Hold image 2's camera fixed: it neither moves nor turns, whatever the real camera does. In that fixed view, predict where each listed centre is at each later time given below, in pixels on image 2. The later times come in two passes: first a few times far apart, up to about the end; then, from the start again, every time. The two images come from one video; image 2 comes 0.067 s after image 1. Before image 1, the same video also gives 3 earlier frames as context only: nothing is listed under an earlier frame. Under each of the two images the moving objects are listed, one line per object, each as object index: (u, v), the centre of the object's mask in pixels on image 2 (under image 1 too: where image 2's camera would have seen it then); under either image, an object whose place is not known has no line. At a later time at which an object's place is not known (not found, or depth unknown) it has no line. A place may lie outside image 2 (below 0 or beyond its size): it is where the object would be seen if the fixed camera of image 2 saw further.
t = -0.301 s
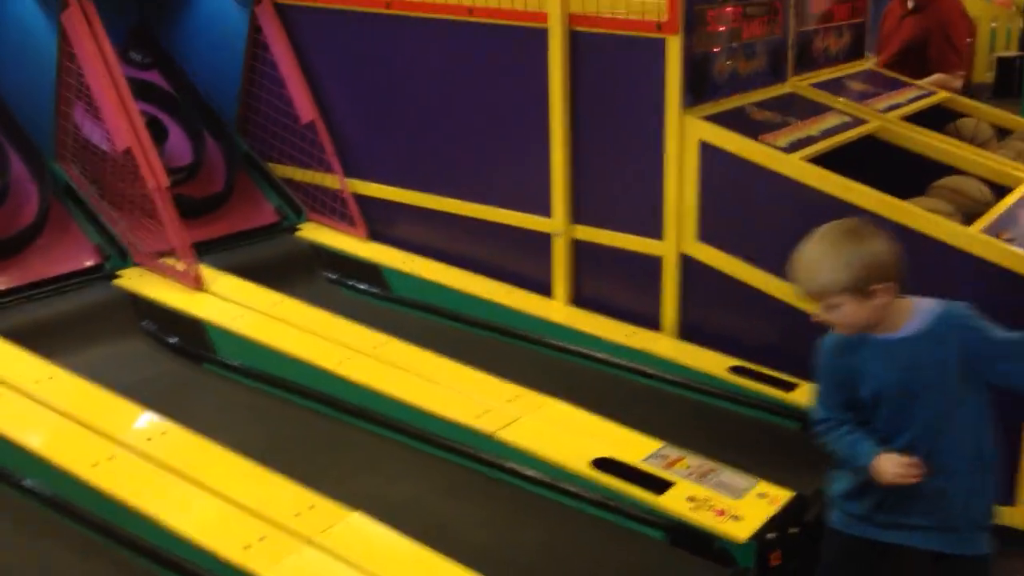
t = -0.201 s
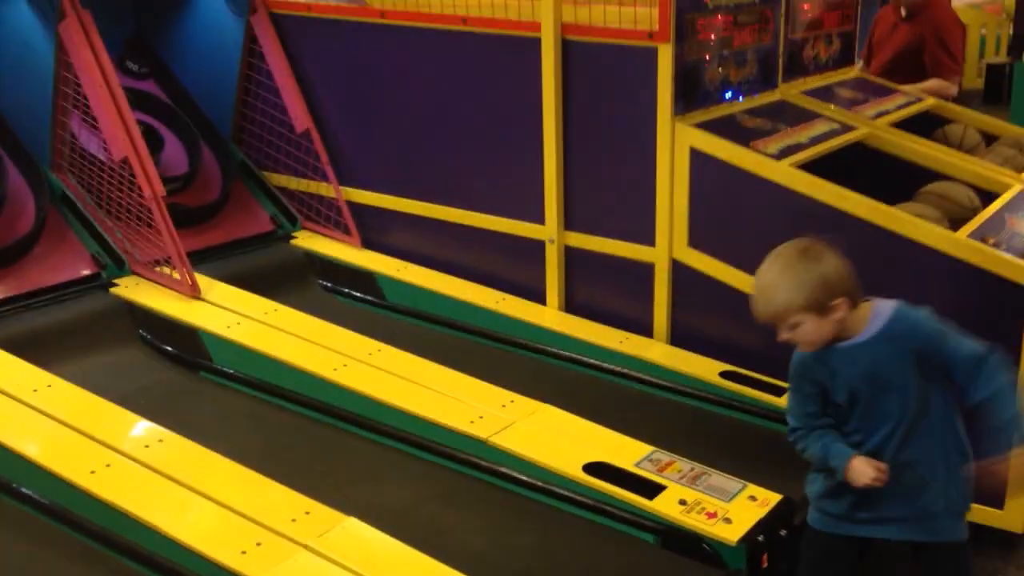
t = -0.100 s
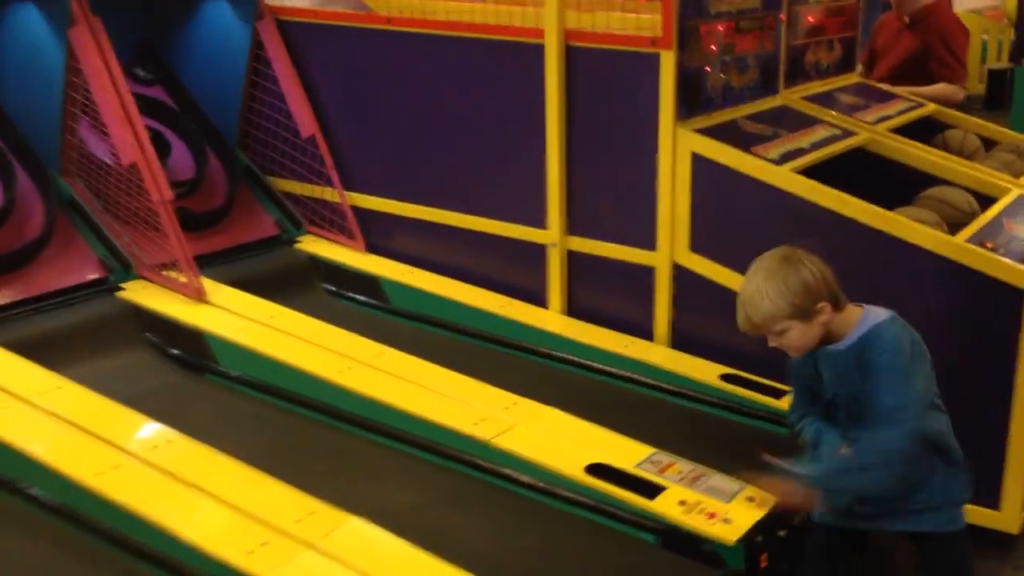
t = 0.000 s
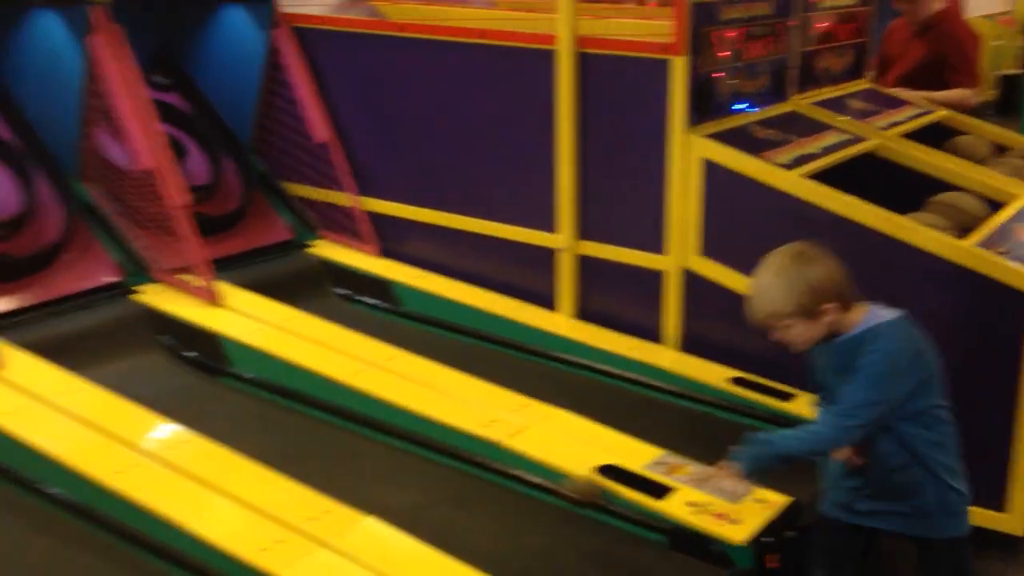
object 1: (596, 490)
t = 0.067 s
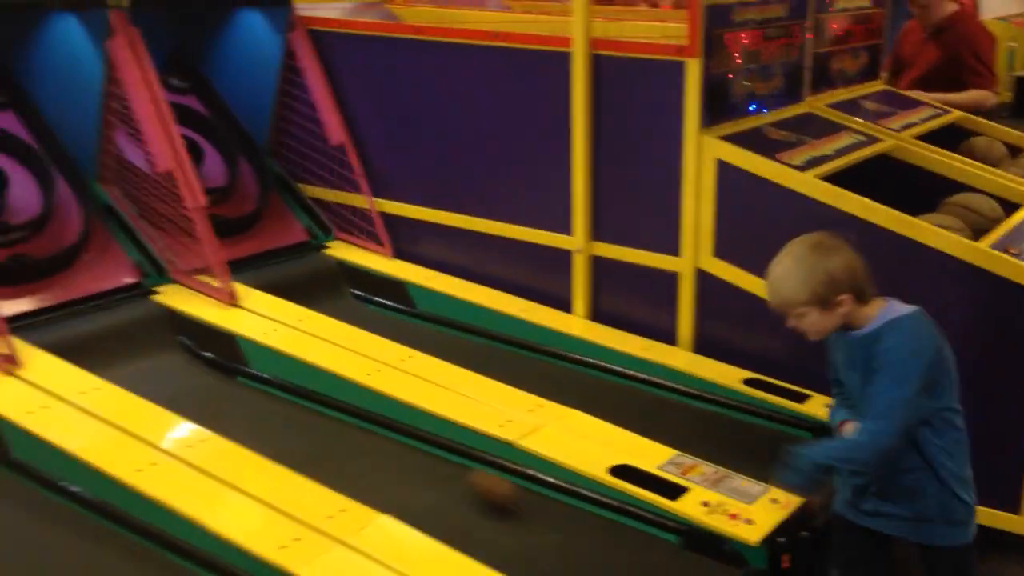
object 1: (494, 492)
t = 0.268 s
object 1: (263, 418)
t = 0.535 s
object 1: (91, 310)
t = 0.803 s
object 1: (27, 273)
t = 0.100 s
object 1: (450, 478)
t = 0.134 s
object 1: (406, 465)
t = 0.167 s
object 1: (366, 451)
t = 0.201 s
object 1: (329, 439)
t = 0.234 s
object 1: (294, 428)
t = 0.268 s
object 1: (263, 418)
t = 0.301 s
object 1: (233, 408)
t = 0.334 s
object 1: (207, 401)
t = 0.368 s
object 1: (182, 393)
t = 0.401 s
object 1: (158, 384)
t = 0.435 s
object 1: (137, 373)
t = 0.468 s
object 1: (117, 358)
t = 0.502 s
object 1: (103, 333)
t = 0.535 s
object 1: (91, 310)
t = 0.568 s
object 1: (79, 290)
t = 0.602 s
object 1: (67, 279)
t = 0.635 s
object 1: (58, 271)
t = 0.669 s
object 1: (47, 266)
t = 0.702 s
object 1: (38, 264)
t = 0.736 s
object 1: (30, 265)
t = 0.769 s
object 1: (27, 268)
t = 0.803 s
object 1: (27, 273)
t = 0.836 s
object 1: (26, 282)
